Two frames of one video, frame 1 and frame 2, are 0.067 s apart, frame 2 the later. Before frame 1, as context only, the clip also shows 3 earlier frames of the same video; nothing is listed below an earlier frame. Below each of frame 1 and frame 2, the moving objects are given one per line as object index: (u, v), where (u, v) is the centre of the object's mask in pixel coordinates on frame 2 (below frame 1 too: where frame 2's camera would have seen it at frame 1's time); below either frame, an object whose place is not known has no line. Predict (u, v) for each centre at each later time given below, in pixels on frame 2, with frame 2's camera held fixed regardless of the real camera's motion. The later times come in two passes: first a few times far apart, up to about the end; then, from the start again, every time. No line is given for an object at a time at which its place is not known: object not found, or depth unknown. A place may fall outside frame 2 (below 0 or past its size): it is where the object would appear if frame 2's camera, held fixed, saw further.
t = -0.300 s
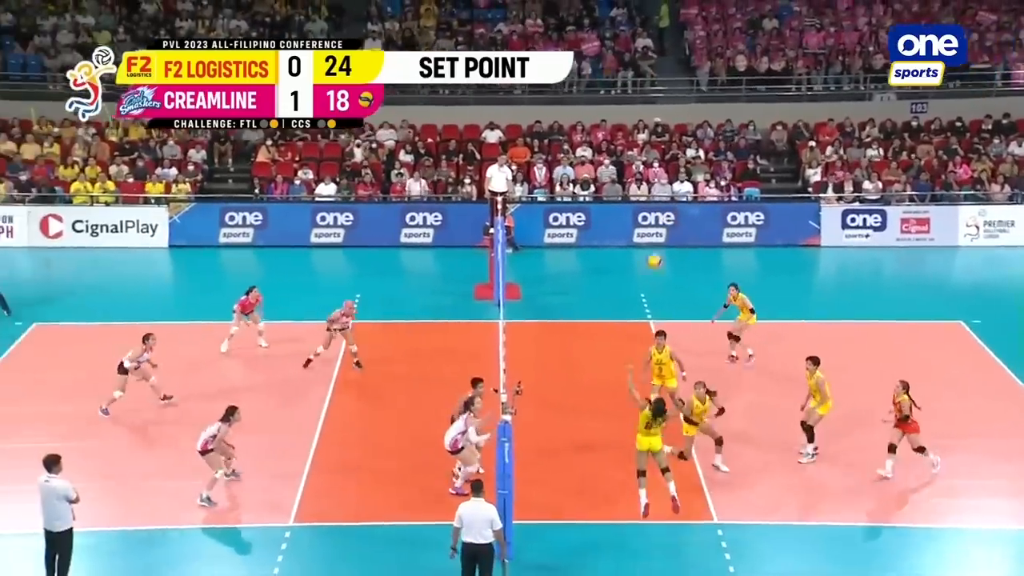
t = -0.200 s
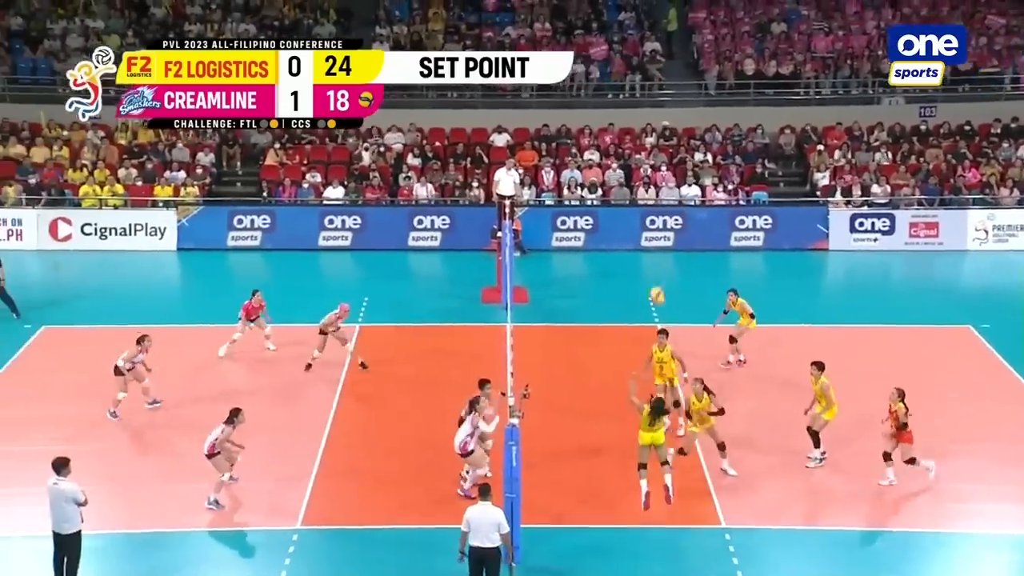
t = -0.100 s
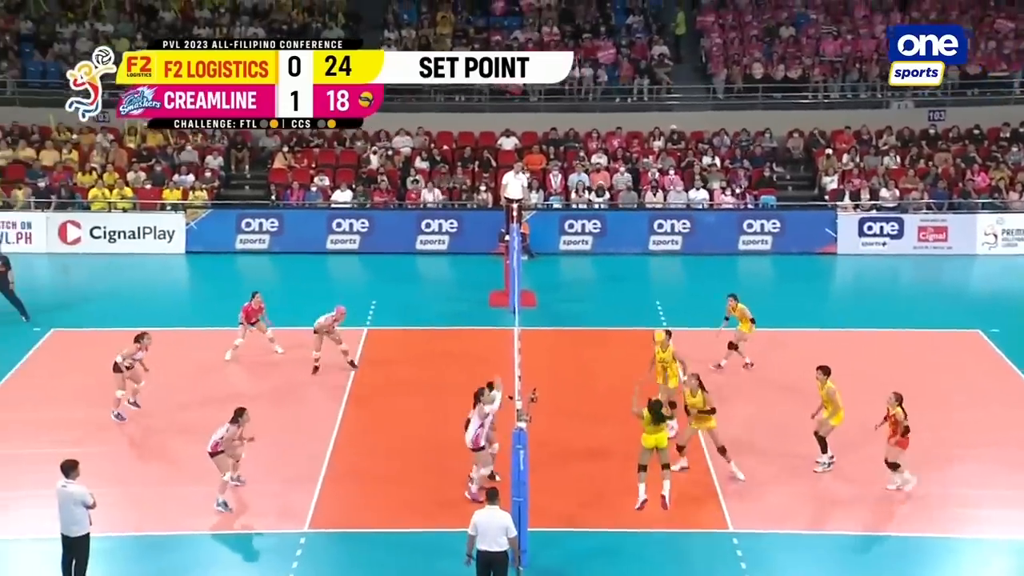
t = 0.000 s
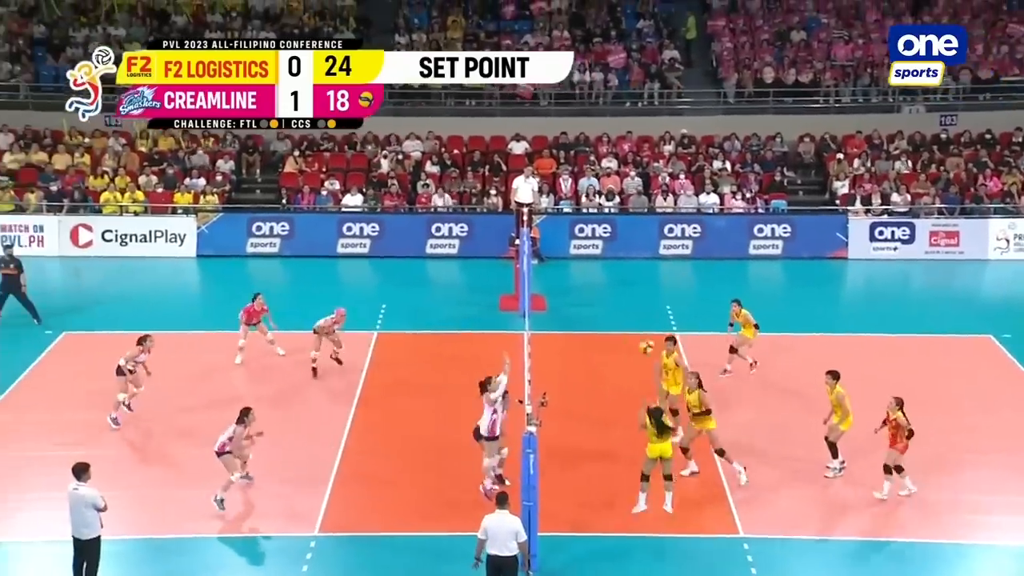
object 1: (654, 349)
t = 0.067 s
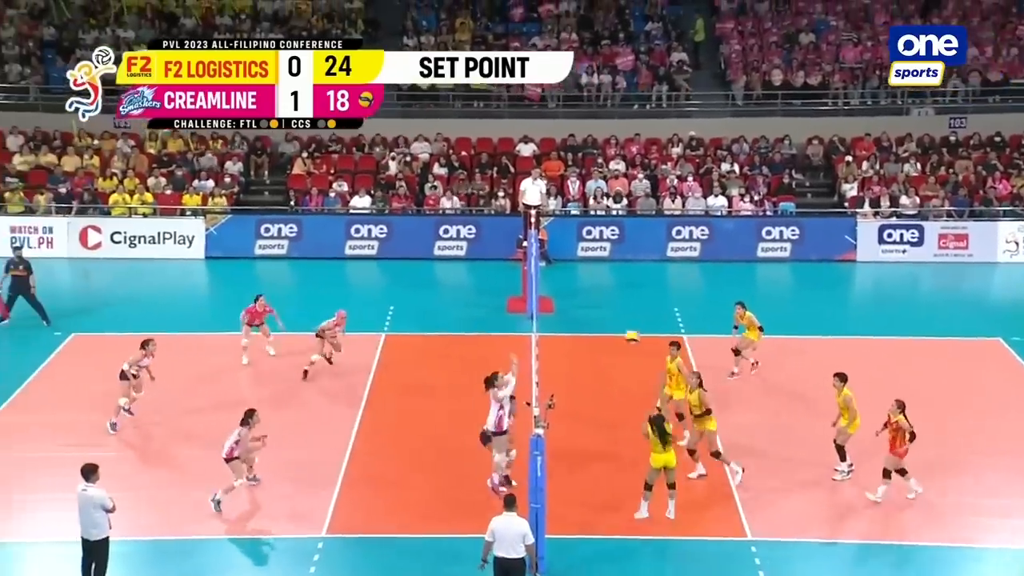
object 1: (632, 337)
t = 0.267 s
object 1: (564, 321)
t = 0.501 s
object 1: (490, 335)
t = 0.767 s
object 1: (415, 392)
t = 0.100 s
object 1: (619, 332)
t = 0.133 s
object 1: (608, 329)
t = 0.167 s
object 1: (597, 326)
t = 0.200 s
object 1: (585, 324)
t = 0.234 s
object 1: (575, 323)
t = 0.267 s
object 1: (564, 321)
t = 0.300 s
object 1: (553, 321)
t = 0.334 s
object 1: (542, 321)
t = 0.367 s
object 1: (531, 322)
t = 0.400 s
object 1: (522, 325)
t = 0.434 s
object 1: (511, 327)
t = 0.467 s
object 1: (501, 331)
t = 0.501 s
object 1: (490, 335)
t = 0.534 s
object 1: (481, 340)
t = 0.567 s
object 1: (469, 344)
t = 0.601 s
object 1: (460, 349)
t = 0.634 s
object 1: (450, 357)
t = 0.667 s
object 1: (442, 366)
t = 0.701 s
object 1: (433, 373)
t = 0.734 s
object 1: (424, 382)
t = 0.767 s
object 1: (415, 392)
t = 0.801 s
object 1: (406, 401)
